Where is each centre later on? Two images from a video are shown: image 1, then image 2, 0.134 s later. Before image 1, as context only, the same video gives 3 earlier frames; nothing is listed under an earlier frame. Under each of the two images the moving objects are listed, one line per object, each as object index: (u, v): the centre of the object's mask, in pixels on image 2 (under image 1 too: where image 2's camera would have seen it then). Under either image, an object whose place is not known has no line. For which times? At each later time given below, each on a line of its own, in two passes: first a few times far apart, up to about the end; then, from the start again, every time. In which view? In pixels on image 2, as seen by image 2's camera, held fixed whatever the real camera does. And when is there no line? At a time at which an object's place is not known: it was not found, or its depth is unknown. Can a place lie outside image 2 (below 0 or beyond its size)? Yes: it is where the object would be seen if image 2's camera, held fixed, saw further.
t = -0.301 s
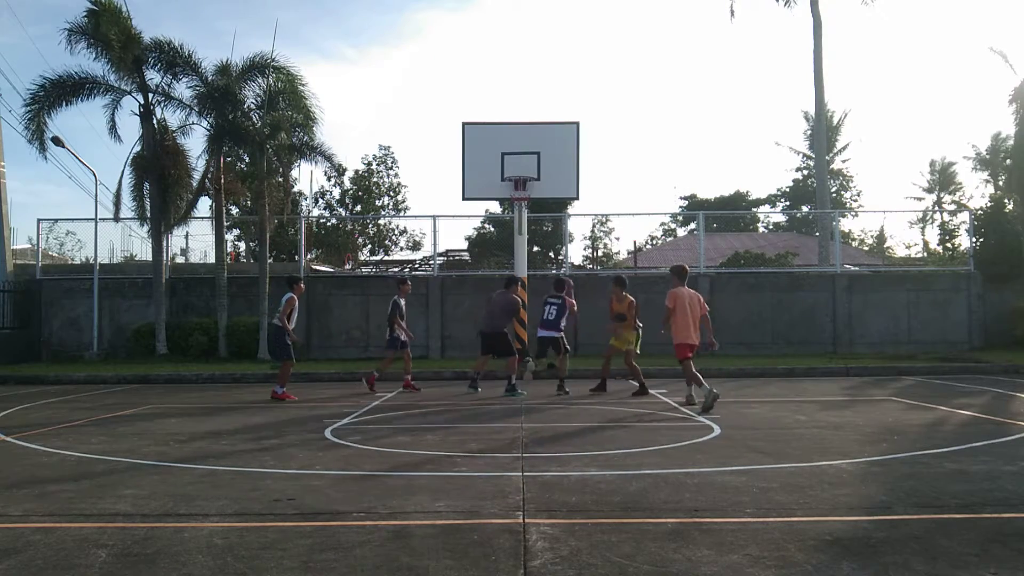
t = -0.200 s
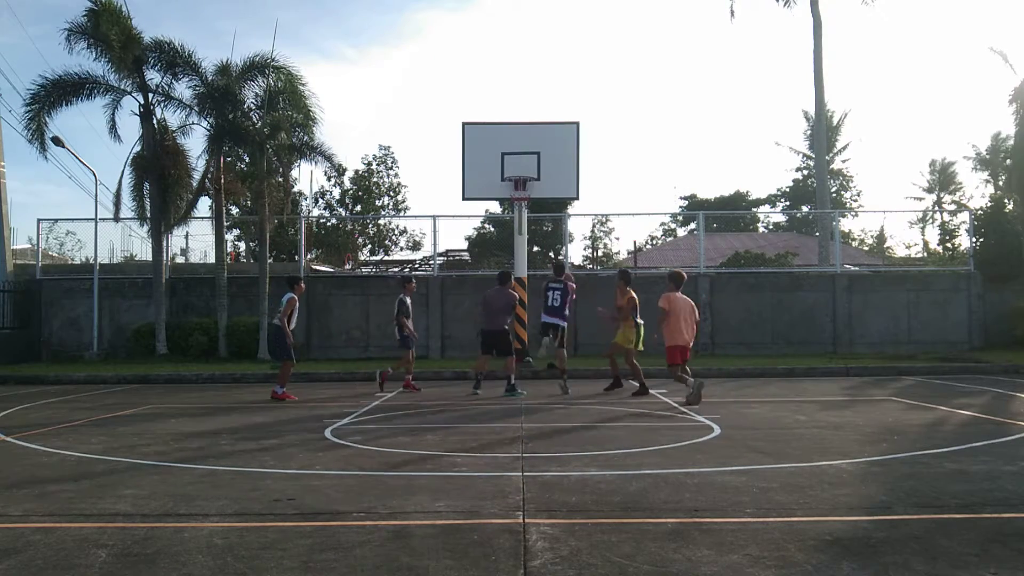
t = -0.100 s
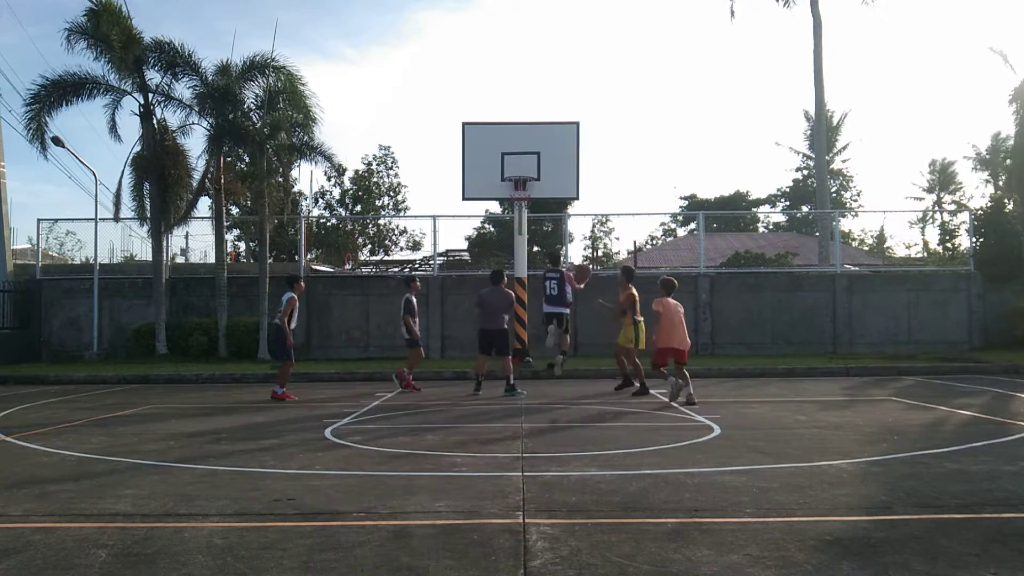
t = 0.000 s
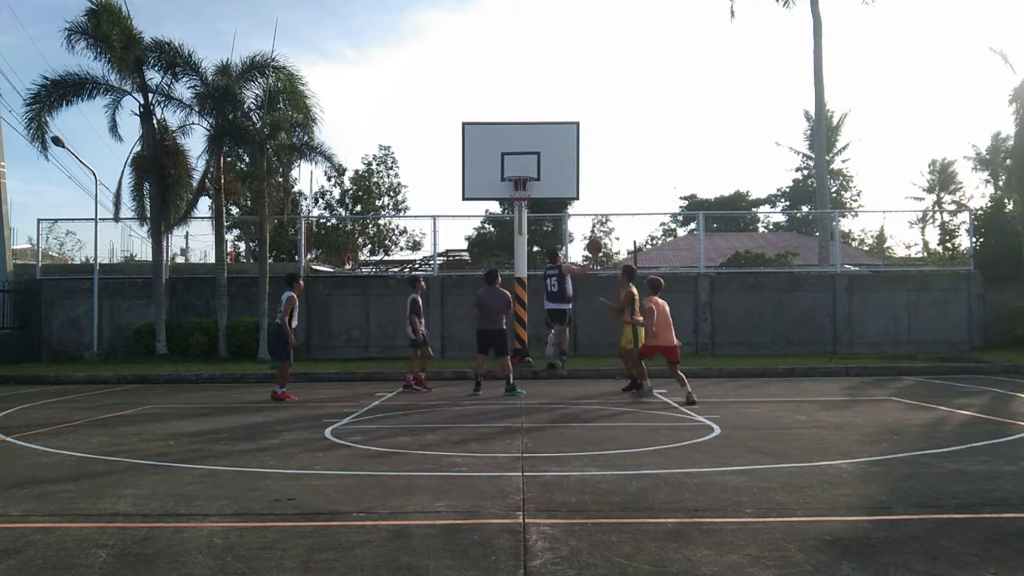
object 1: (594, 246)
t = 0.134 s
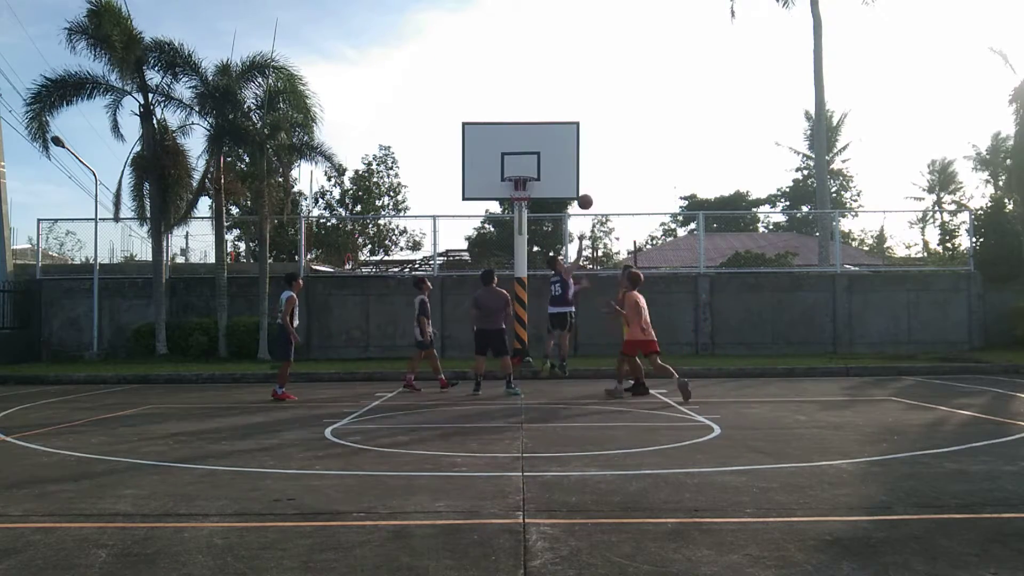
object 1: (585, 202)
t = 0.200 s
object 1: (579, 183)
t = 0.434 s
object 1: (560, 145)
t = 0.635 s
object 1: (544, 139)
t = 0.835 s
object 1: (527, 160)
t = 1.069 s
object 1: (510, 207)
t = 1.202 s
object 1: (506, 241)
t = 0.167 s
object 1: (582, 192)
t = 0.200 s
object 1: (579, 183)
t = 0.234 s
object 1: (576, 176)
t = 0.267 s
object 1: (573, 169)
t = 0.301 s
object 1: (570, 163)
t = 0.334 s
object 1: (568, 157)
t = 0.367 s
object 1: (565, 152)
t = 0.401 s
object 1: (563, 148)
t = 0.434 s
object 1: (560, 145)
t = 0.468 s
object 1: (558, 142)
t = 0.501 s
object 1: (555, 140)
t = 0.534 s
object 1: (552, 139)
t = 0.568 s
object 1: (549, 138)
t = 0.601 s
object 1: (547, 139)
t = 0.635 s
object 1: (544, 139)
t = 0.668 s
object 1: (541, 141)
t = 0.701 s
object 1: (538, 143)
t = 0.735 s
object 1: (535, 146)
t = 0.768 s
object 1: (533, 150)
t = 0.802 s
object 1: (530, 155)
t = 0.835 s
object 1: (527, 160)
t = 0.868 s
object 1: (525, 166)
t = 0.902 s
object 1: (522, 172)
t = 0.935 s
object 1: (518, 178)
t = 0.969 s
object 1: (516, 187)
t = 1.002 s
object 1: (514, 197)
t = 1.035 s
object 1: (512, 202)
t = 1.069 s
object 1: (510, 207)
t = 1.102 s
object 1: (509, 216)
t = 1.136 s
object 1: (509, 224)
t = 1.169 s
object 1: (509, 231)
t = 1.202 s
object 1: (506, 241)
